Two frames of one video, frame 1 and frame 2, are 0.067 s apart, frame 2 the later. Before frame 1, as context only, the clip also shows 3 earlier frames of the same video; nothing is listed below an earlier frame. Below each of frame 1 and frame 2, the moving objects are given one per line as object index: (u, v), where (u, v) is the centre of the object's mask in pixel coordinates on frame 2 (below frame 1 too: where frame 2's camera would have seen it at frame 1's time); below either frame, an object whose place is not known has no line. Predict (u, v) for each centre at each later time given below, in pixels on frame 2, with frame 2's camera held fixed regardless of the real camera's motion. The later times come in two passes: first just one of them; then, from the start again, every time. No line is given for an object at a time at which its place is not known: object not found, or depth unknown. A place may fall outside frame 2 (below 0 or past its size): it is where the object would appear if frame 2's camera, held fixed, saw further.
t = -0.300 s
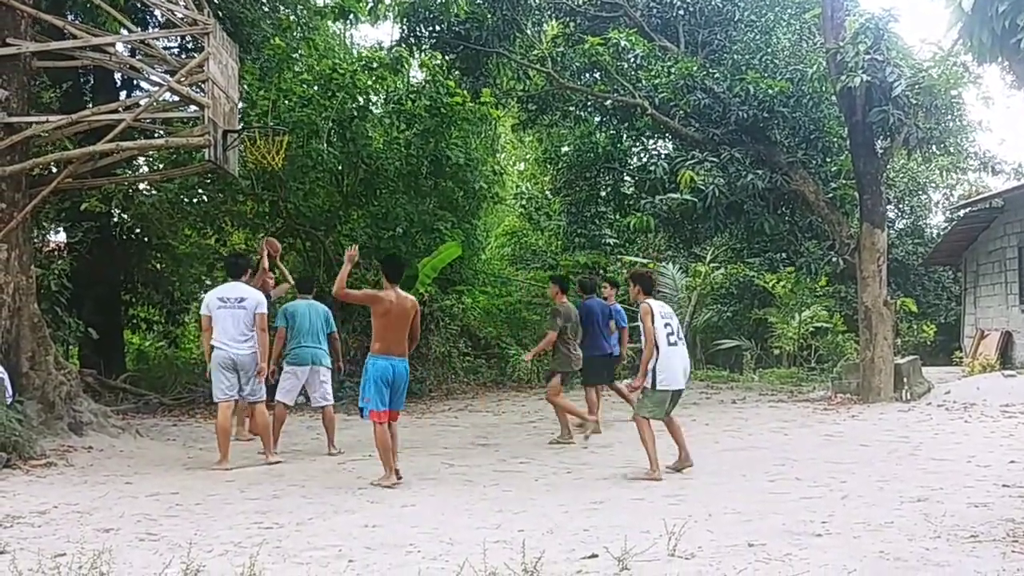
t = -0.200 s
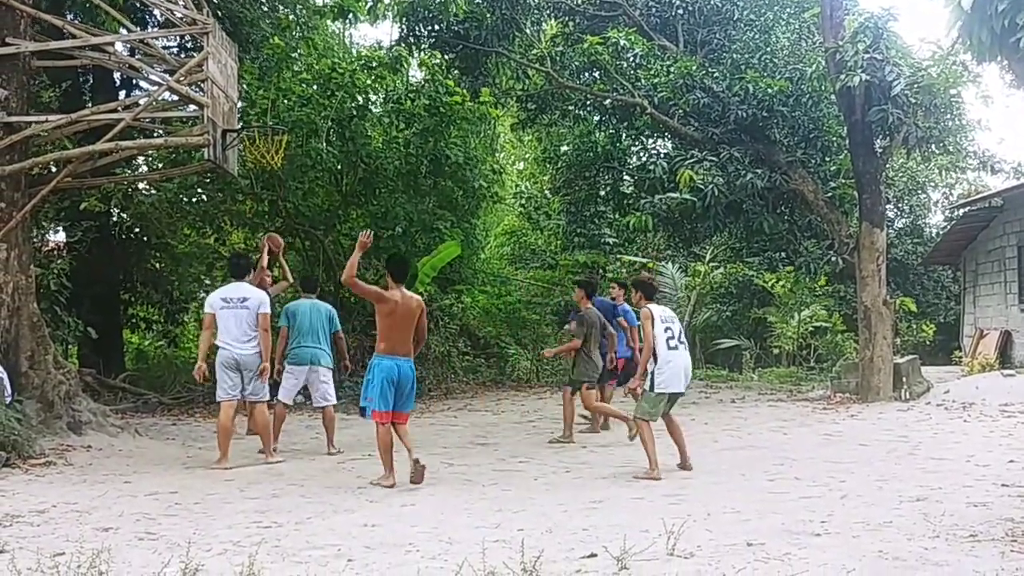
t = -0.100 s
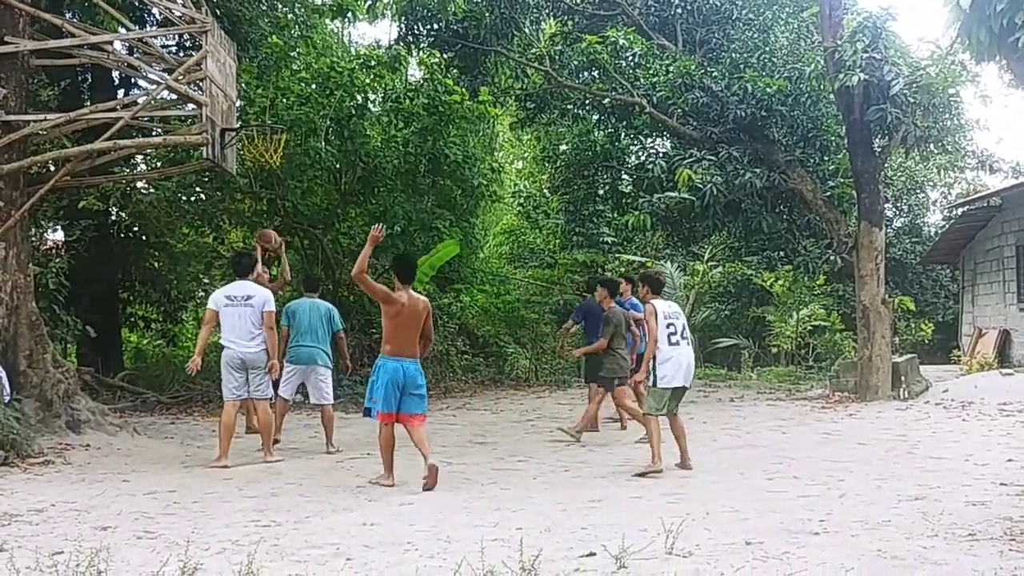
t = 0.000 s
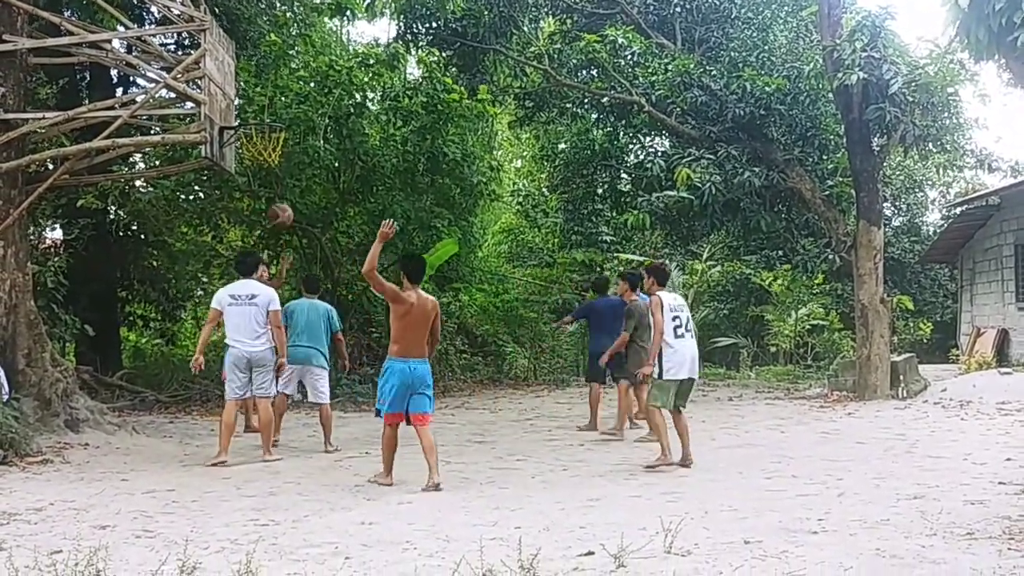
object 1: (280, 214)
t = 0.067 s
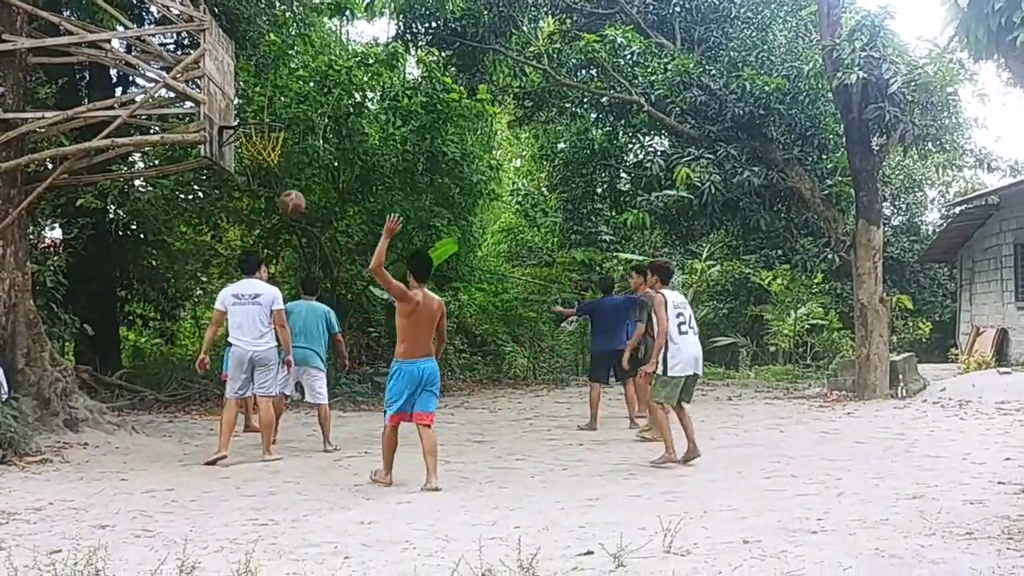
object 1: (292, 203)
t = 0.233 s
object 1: (329, 193)
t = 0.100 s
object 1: (298, 198)
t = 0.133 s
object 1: (306, 195)
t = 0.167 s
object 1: (313, 193)
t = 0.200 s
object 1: (320, 192)
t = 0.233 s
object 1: (329, 193)
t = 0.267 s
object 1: (337, 194)
